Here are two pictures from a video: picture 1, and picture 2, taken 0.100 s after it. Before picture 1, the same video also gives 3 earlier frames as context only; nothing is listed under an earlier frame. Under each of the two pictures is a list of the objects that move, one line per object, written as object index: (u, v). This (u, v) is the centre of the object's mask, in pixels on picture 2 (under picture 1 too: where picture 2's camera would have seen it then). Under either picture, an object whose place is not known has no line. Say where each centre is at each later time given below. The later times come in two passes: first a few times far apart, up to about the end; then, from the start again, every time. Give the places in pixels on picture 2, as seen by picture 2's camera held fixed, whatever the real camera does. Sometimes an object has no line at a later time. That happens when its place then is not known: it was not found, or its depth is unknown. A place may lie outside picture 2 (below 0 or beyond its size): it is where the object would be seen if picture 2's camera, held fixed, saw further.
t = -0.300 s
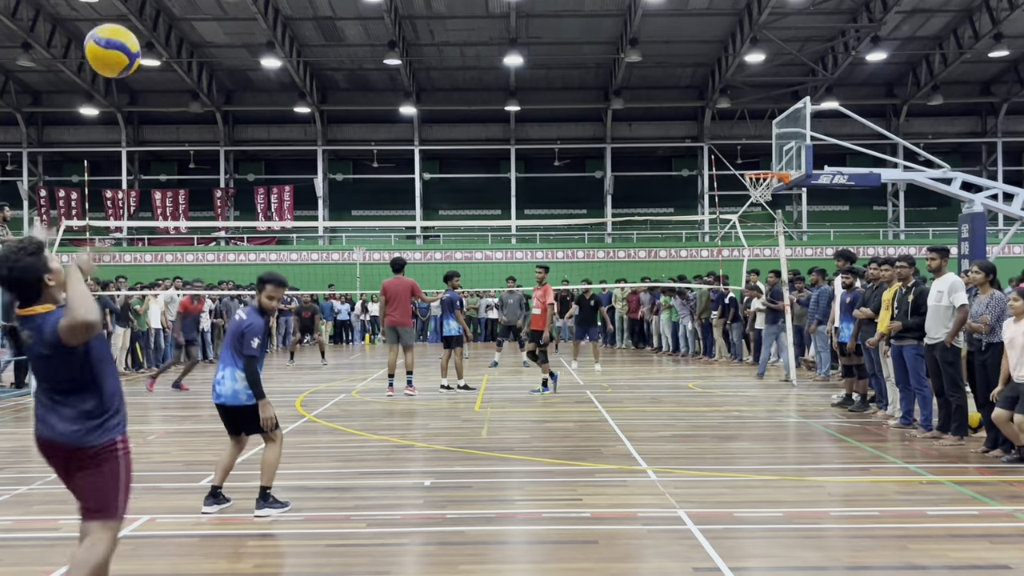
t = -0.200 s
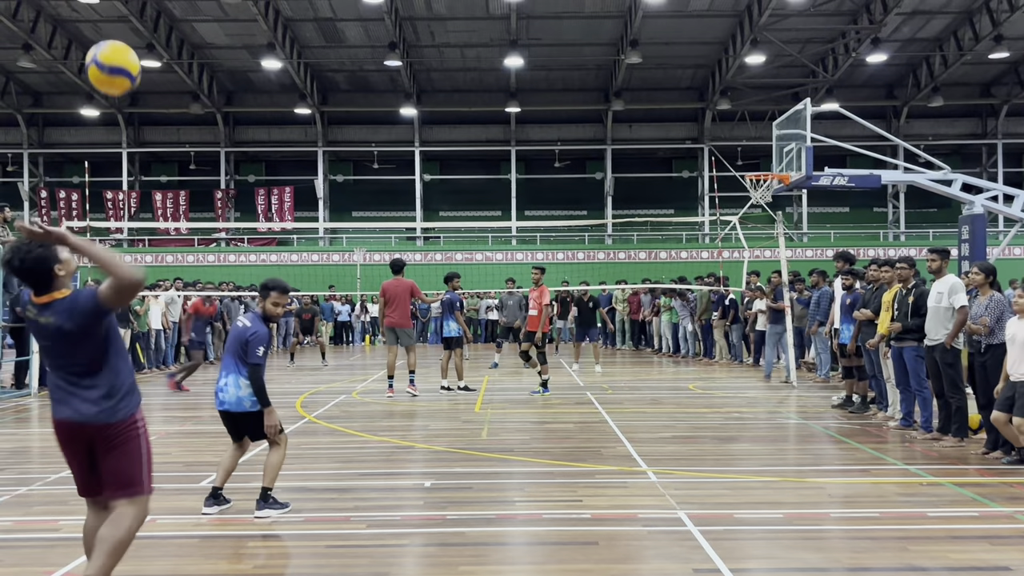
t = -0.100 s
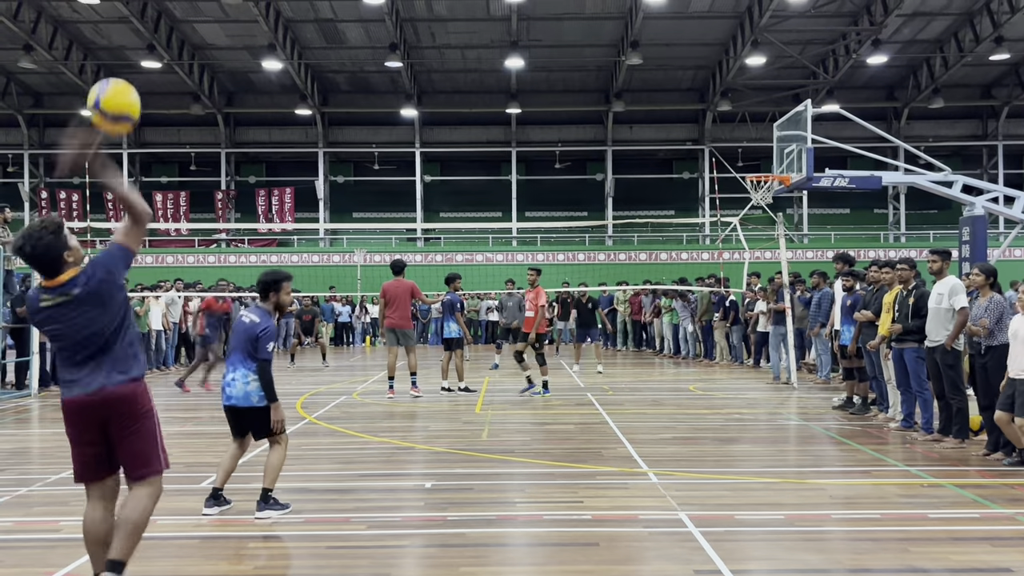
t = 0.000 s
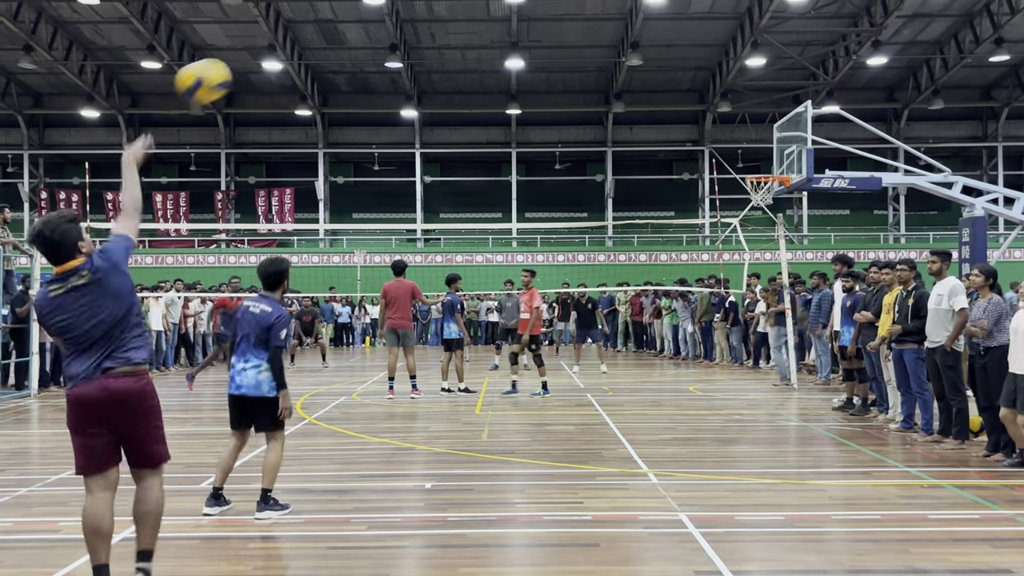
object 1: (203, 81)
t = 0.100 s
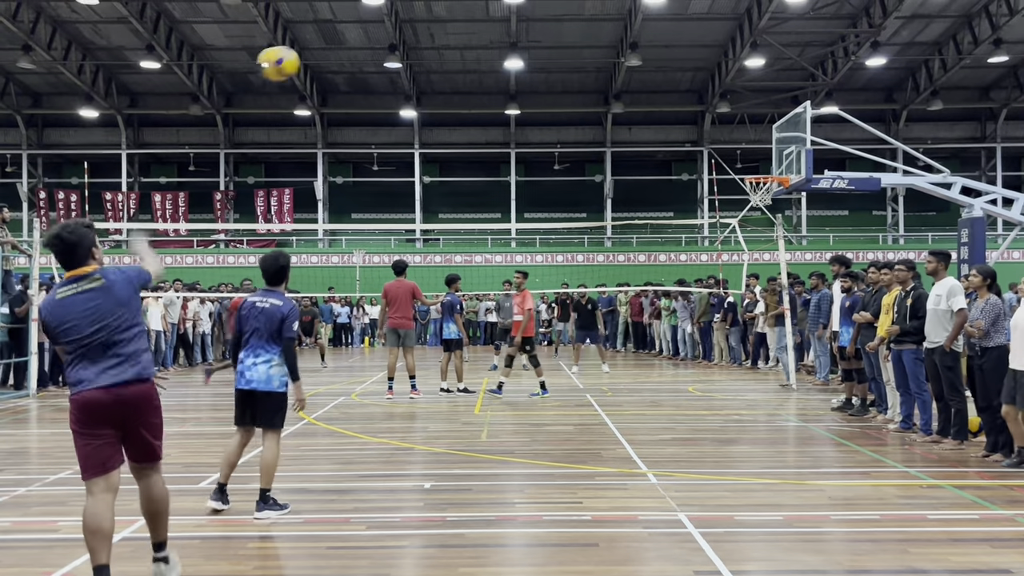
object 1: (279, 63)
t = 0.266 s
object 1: (353, 73)
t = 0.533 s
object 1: (412, 131)
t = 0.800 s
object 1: (442, 212)
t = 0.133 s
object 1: (298, 62)
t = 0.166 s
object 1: (313, 62)
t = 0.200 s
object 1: (328, 65)
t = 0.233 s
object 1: (341, 68)
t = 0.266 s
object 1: (353, 73)
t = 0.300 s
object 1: (363, 78)
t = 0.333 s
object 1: (372, 84)
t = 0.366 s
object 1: (381, 91)
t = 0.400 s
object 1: (388, 98)
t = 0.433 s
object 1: (394, 104)
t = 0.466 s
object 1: (401, 114)
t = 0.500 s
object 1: (407, 123)
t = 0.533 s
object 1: (412, 131)
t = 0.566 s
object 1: (417, 140)
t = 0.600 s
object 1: (421, 150)
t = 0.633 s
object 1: (426, 160)
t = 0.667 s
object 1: (429, 170)
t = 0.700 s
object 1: (432, 180)
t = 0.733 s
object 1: (436, 190)
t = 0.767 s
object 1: (439, 202)
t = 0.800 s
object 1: (442, 212)
